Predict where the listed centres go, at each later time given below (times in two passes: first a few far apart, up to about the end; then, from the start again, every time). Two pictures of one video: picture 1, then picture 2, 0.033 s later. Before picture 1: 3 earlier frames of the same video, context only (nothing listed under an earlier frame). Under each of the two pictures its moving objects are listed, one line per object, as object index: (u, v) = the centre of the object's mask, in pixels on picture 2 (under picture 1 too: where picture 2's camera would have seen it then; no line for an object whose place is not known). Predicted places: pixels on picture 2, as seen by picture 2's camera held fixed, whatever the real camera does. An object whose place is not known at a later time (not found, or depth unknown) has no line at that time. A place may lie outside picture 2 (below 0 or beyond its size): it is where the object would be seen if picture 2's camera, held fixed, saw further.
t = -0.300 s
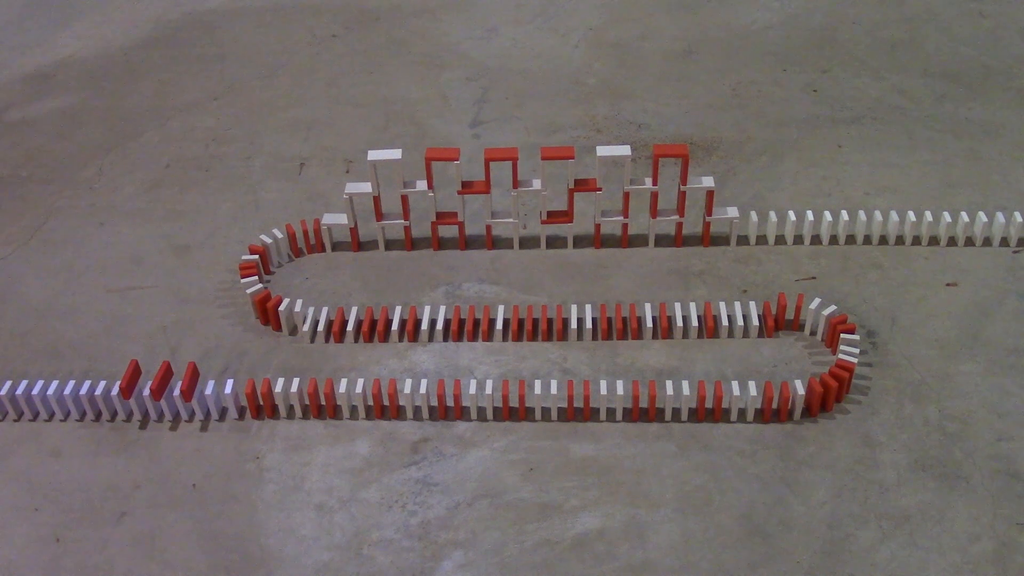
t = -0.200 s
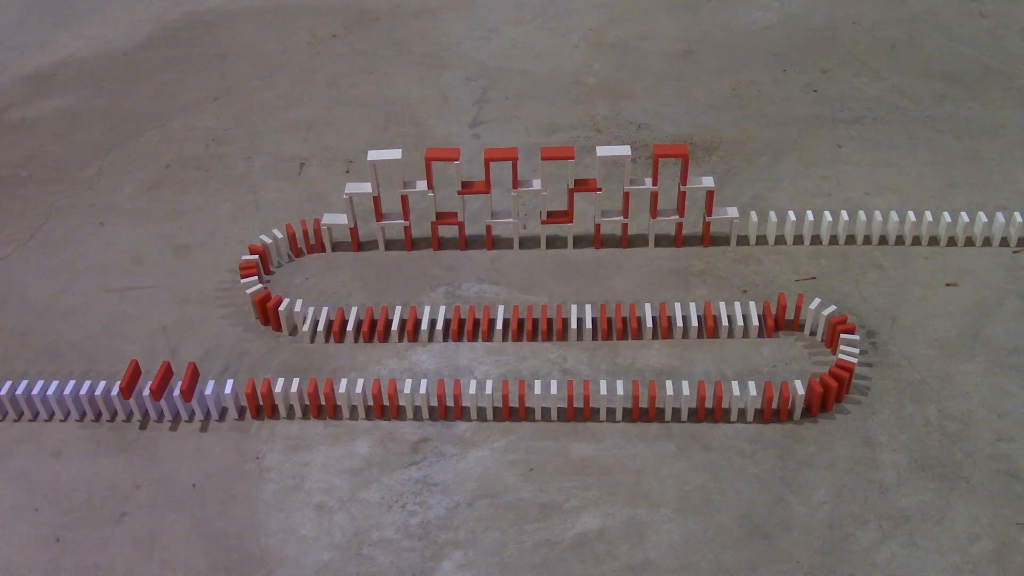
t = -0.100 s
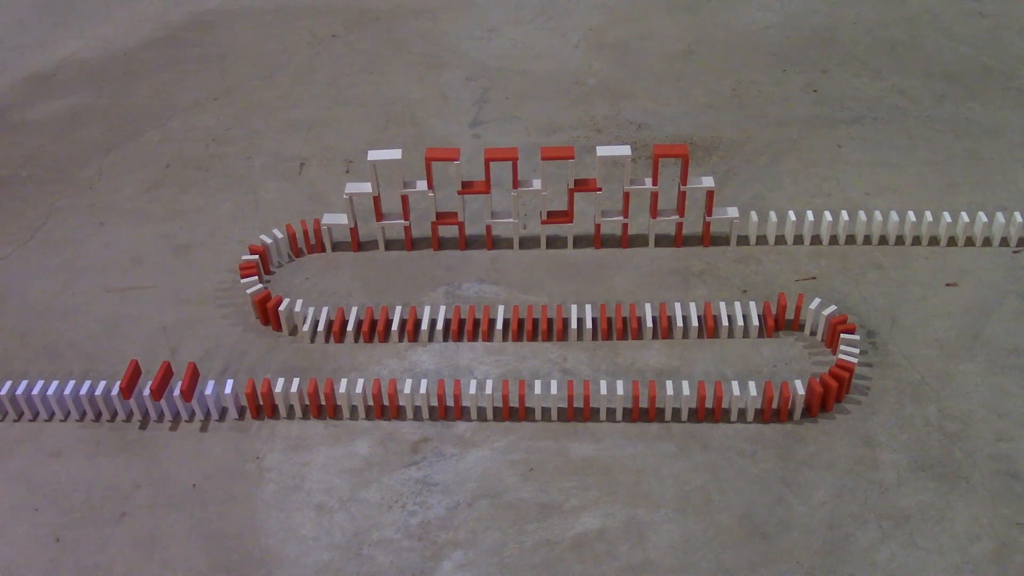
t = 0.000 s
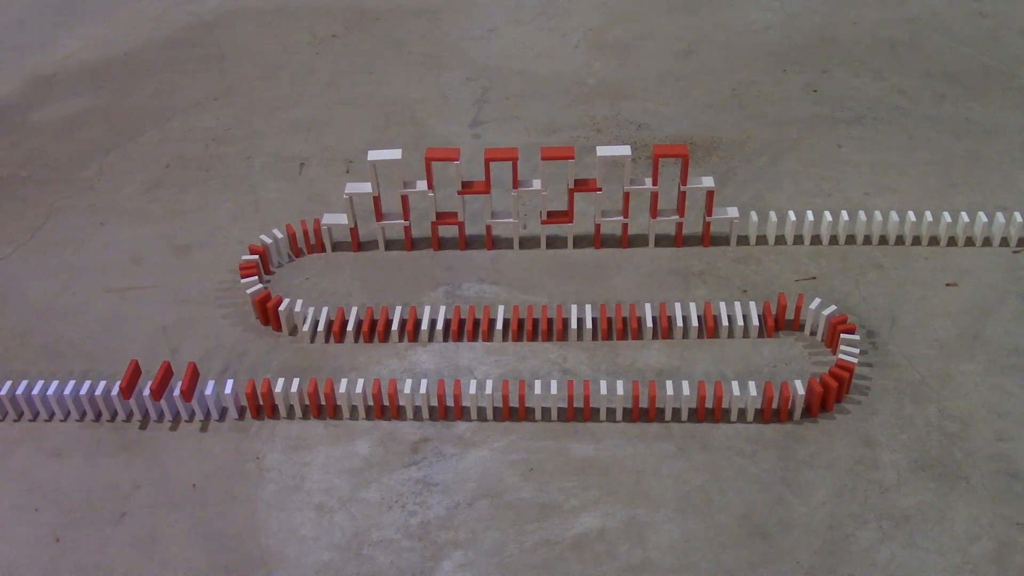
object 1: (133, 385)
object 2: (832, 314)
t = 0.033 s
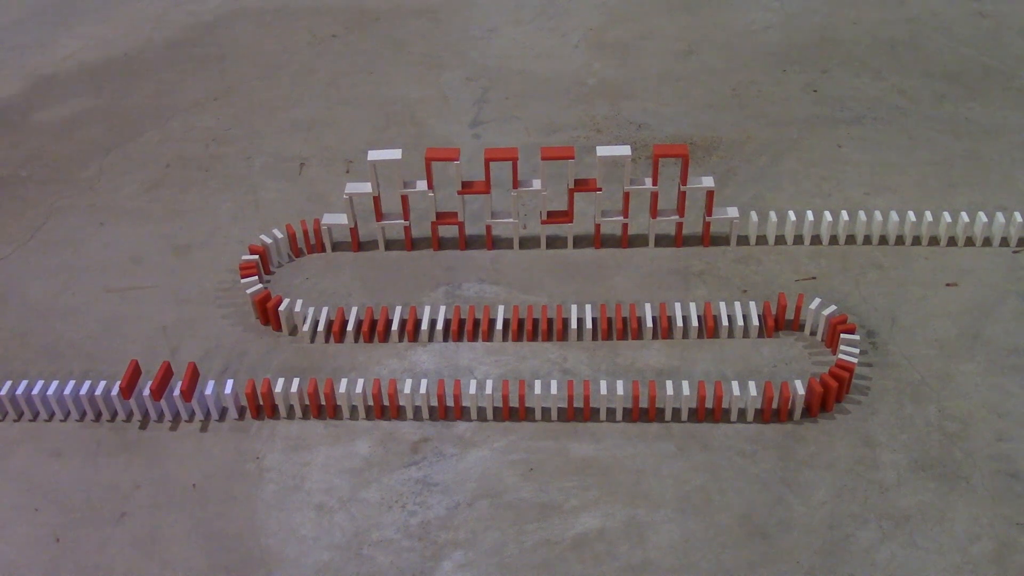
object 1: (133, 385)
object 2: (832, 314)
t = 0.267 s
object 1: (133, 385)
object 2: (832, 314)
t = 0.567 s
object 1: (132, 398)
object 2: (834, 305)
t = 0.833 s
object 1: (131, 401)
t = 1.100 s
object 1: (131, 401)
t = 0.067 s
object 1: (133, 385)
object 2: (832, 314)
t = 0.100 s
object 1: (133, 385)
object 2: (832, 315)
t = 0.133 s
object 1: (133, 385)
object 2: (832, 314)
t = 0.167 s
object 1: (133, 385)
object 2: (832, 315)
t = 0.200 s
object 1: (133, 385)
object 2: (832, 315)
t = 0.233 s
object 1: (133, 385)
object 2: (832, 315)
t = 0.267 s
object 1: (133, 385)
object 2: (832, 314)
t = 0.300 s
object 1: (133, 385)
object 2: (832, 315)
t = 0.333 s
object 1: (133, 385)
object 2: (831, 315)
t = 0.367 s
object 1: (133, 389)
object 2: (832, 314)
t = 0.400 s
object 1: (133, 388)
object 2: (832, 315)
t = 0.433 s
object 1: (132, 380)
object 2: (832, 315)
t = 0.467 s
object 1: (135, 387)
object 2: (832, 315)
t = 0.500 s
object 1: (135, 394)
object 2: (832, 315)
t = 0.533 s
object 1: (134, 398)
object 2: (832, 315)
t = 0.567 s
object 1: (132, 398)
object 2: (834, 305)
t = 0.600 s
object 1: (131, 400)
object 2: (831, 315)
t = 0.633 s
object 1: (131, 400)
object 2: (832, 314)
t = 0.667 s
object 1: (131, 401)
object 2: (832, 314)
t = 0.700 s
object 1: (131, 401)
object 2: (832, 314)
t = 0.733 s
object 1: (131, 401)
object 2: (832, 314)
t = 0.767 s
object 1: (131, 401)
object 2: (832, 314)
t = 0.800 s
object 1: (131, 401)
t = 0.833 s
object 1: (131, 401)
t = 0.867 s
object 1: (131, 401)
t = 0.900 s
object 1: (131, 401)
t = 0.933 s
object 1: (131, 401)
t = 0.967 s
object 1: (131, 400)
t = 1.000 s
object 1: (131, 400)
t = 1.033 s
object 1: (131, 401)
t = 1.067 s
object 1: (131, 401)
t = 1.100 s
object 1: (131, 401)
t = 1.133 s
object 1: (131, 401)
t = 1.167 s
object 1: (131, 401)
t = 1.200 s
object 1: (131, 401)
